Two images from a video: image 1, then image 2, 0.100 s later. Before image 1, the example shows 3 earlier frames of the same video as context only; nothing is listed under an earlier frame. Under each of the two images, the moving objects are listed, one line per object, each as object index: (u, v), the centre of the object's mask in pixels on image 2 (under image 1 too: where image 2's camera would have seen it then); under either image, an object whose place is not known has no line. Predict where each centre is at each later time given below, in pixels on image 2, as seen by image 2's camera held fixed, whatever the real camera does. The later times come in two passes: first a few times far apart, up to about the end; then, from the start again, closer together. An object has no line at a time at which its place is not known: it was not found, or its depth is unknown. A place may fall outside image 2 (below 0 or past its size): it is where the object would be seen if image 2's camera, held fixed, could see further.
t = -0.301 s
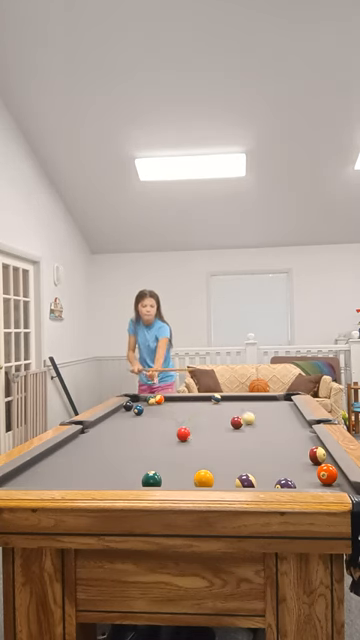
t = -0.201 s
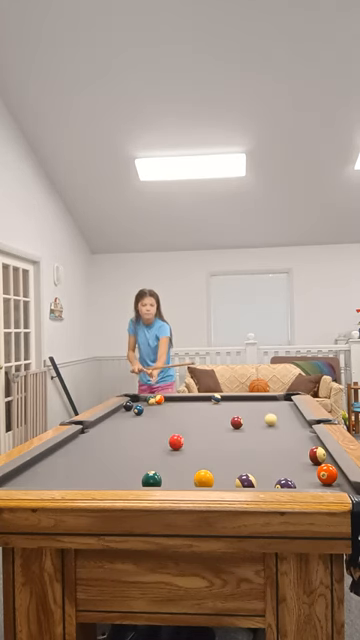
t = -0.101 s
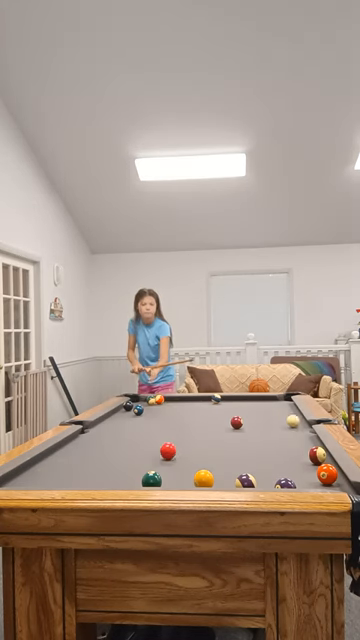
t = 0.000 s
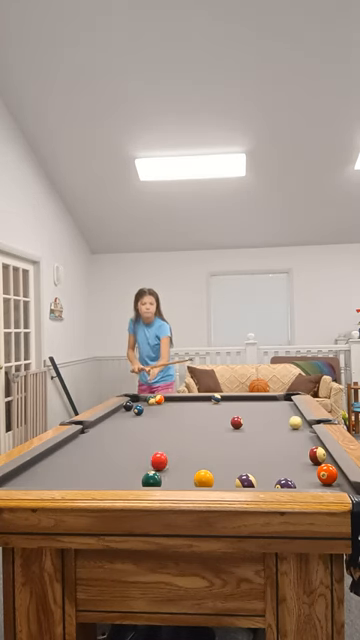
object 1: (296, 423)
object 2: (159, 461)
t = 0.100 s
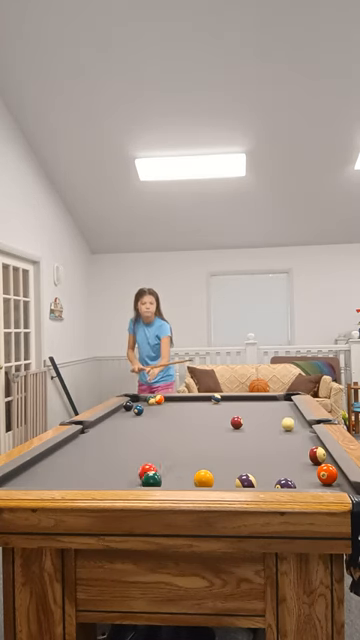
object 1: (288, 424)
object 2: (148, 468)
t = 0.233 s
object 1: (278, 426)
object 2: (118, 479)
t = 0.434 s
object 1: (264, 429)
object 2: (88, 480)
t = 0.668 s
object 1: (247, 433)
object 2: (72, 476)
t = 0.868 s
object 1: (233, 436)
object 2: (59, 472)
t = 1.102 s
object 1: (217, 440)
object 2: (46, 467)
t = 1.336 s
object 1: (200, 445)
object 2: (36, 463)
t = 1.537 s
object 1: (186, 448)
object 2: (44, 460)
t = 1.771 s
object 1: (170, 453)
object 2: (55, 457)
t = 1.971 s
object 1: (156, 457)
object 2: (63, 455)
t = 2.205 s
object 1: (140, 461)
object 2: (71, 454)
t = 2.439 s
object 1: (124, 466)
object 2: (78, 452)
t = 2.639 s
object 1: (112, 470)
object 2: (81, 451)
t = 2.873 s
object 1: (97, 474)
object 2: (84, 450)
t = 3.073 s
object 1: (84, 476)
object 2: (85, 450)
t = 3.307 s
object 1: (70, 479)
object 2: (86, 450)
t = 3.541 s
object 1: (57, 481)
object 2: (85, 450)
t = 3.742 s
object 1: (47, 482)
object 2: (85, 450)
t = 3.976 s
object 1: (44, 482)
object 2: (85, 450)
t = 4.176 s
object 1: (43, 481)
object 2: (85, 450)
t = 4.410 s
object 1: (41, 481)
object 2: (85, 450)
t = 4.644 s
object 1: (41, 481)
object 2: (85, 450)
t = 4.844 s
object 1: (41, 481)
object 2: (85, 450)
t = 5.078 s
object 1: (41, 481)
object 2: (85, 450)
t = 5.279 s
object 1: (41, 481)
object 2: (85, 450)
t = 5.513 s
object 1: (41, 481)
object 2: (85, 450)
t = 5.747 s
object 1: (41, 481)
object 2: (85, 450)
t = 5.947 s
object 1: (41, 481)
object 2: (85, 450)
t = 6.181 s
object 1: (41, 481)
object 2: (85, 450)
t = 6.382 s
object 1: (41, 481)
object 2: (85, 450)
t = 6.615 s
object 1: (41, 481)
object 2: (85, 450)
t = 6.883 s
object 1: (41, 481)
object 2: (85, 450)
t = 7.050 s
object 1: (41, 481)
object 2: (85, 450)
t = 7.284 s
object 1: (41, 481)
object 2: (85, 450)
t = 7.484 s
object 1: (41, 481)
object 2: (85, 450)
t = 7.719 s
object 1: (41, 481)
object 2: (85, 450)
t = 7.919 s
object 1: (41, 481)
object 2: (85, 450)
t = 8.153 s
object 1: (41, 481)
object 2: (85, 450)
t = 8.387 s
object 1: (41, 481)
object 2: (85, 450)
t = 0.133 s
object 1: (285, 424)
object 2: (141, 475)
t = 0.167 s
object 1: (282, 425)
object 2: (135, 477)
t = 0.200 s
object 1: (280, 425)
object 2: (126, 478)
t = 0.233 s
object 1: (278, 426)
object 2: (118, 479)
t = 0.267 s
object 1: (276, 426)
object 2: (111, 480)
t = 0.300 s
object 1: (273, 427)
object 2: (102, 481)
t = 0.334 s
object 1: (271, 427)
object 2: (95, 482)
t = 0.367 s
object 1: (269, 428)
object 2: (93, 481)
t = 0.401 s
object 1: (266, 429)
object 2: (91, 481)
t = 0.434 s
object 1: (264, 429)
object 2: (88, 480)
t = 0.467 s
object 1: (262, 430)
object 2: (86, 480)
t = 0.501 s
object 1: (259, 430)
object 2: (83, 479)
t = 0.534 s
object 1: (257, 431)
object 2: (81, 479)
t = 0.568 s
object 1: (255, 431)
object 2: (78, 478)
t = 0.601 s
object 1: (252, 432)
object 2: (76, 477)
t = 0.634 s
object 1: (250, 432)
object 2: (74, 477)
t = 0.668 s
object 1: (247, 433)
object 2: (72, 476)
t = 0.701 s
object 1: (245, 433)
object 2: (70, 476)
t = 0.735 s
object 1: (243, 434)
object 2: (67, 475)
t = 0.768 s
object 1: (241, 435)
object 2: (65, 475)
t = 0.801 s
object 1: (238, 435)
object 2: (63, 473)
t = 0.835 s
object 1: (236, 436)
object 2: (61, 473)
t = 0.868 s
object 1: (233, 436)
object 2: (59, 472)
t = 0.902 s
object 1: (231, 437)
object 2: (57, 471)
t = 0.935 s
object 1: (229, 438)
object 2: (55, 470)
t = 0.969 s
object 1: (226, 438)
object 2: (53, 470)
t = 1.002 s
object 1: (224, 439)
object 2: (52, 469)
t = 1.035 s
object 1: (222, 439)
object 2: (50, 468)
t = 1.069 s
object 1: (219, 440)
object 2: (48, 468)
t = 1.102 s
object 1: (217, 440)
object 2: (46, 467)
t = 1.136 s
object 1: (214, 441)
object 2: (45, 466)
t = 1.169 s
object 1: (212, 442)
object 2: (43, 466)
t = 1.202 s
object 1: (209, 442)
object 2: (41, 465)
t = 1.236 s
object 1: (207, 443)
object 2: (40, 465)
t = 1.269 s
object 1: (205, 444)
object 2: (38, 464)
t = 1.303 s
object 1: (203, 444)
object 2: (37, 463)
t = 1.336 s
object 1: (200, 445)
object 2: (36, 463)
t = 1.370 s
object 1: (198, 446)
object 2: (35, 463)
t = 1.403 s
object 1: (196, 446)
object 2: (36, 462)
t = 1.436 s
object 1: (193, 447)
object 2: (38, 461)
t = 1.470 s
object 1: (191, 447)
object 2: (41, 461)
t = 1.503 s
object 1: (189, 448)
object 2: (42, 460)
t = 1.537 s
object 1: (186, 448)
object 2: (44, 460)
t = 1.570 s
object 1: (184, 449)
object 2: (46, 459)
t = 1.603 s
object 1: (181, 450)
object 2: (47, 459)
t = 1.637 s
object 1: (179, 450)
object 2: (49, 459)
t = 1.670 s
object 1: (177, 451)
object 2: (51, 458)
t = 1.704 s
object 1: (175, 452)
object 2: (52, 458)
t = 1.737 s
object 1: (172, 452)
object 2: (54, 457)
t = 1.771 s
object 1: (170, 453)
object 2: (55, 457)
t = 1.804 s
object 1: (168, 453)
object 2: (57, 457)
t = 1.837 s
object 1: (165, 454)
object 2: (58, 457)
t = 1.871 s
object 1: (163, 455)
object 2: (60, 456)
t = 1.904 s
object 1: (161, 456)
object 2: (61, 456)
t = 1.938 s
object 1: (158, 456)
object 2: (62, 456)
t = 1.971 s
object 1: (156, 457)
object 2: (63, 455)
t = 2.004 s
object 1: (154, 458)
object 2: (64, 455)
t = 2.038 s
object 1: (151, 458)
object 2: (66, 455)
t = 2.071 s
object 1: (149, 459)
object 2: (67, 455)
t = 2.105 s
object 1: (147, 459)
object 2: (68, 454)
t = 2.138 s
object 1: (145, 460)
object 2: (69, 454)
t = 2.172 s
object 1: (142, 461)
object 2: (70, 454)
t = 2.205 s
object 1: (140, 461)
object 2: (71, 454)
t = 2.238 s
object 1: (138, 462)
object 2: (72, 453)
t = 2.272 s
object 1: (136, 463)
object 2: (73, 453)
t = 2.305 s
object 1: (133, 463)
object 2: (74, 453)
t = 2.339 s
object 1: (131, 464)
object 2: (75, 453)
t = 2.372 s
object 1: (129, 465)
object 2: (76, 453)
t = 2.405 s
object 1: (127, 465)
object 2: (77, 452)
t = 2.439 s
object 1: (124, 466)
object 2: (78, 452)
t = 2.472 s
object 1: (122, 467)
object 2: (78, 452)
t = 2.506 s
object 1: (120, 467)
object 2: (79, 452)
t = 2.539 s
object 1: (118, 468)
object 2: (80, 451)
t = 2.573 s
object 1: (116, 468)
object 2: (80, 451)
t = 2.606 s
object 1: (114, 469)
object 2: (81, 451)
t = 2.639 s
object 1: (112, 470)
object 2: (81, 451)
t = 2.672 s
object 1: (110, 470)
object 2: (82, 451)
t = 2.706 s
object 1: (107, 471)
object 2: (83, 451)
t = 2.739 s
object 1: (105, 471)
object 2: (83, 450)
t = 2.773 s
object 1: (103, 472)
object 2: (83, 450)
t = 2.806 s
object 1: (101, 473)
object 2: (84, 450)
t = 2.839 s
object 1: (99, 473)
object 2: (84, 450)
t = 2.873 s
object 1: (97, 474)
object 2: (84, 450)
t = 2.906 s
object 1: (95, 475)
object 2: (85, 450)
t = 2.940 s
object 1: (93, 475)
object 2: (85, 450)
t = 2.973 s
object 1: (91, 476)
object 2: (85, 450)
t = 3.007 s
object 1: (88, 476)
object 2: (85, 450)
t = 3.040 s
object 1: (86, 476)
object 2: (85, 450)
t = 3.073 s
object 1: (84, 476)
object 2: (85, 450)
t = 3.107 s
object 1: (82, 477)
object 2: (86, 450)
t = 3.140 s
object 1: (79, 477)
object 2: (86, 450)
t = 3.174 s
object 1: (77, 477)
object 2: (86, 450)
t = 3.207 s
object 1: (75, 478)
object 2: (86, 450)
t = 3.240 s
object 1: (74, 478)
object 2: (86, 450)
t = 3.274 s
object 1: (72, 478)
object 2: (86, 450)
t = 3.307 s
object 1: (70, 479)
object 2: (86, 450)
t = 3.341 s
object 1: (68, 479)
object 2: (86, 450)
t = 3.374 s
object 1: (66, 479)
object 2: (86, 450)
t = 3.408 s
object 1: (64, 480)
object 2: (85, 450)
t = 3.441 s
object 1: (62, 480)
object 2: (85, 450)
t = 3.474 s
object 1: (60, 480)
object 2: (85, 450)
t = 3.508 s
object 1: (59, 481)
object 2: (85, 450)
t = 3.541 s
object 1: (57, 481)
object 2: (85, 450)
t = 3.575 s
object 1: (55, 481)
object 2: (85, 450)
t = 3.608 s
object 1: (54, 481)
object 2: (85, 450)
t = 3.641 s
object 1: (52, 482)
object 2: (85, 450)
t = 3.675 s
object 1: (50, 482)
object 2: (85, 450)
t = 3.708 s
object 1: (48, 482)
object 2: (85, 450)
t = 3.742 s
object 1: (47, 482)
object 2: (85, 450)
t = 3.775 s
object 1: (46, 483)
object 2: (85, 450)
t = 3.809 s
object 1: (45, 483)
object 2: (85, 450)
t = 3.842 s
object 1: (45, 482)
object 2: (85, 450)
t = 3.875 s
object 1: (45, 482)
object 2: (85, 450)
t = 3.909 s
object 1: (45, 482)
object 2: (85, 450)
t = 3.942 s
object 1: (45, 482)
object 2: (85, 450)
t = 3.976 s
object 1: (44, 482)
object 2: (85, 450)
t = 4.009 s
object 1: (44, 481)
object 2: (85, 450)
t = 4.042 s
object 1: (44, 481)
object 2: (85, 450)
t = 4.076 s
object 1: (44, 481)
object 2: (85, 450)
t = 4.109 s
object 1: (44, 481)
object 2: (85, 450)
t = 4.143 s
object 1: (44, 481)
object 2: (85, 450)
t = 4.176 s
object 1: (43, 481)
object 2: (85, 450)
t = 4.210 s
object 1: (43, 481)
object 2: (85, 450)
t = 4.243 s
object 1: (43, 481)
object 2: (85, 450)
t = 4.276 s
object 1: (43, 481)
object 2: (85, 450)
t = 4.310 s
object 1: (42, 481)
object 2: (85, 450)
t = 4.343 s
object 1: (42, 481)
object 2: (85, 450)
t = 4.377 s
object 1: (41, 481)
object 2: (85, 450)
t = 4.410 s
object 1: (41, 481)
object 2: (85, 450)
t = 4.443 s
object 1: (41, 481)
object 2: (85, 450)
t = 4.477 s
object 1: (41, 481)
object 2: (85, 450)
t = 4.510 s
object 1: (41, 481)
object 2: (85, 450)
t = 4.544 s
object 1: (41, 481)
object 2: (85, 450)
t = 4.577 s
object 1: (41, 481)
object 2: (85, 450)
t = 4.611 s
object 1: (41, 481)
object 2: (85, 450)
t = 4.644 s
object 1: (41, 481)
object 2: (85, 450)
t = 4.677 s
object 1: (41, 481)
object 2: (85, 450)
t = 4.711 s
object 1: (41, 481)
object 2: (85, 450)
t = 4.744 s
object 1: (41, 481)
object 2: (85, 450)
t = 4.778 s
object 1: (41, 481)
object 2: (85, 450)
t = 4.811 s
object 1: (41, 481)
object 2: (85, 450)
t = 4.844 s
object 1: (41, 481)
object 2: (85, 450)
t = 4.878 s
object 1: (41, 481)
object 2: (85, 450)
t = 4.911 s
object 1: (41, 481)
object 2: (85, 450)
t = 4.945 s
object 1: (41, 481)
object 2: (85, 450)
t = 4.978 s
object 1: (41, 481)
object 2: (85, 450)
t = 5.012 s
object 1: (41, 481)
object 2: (85, 450)
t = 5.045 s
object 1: (41, 481)
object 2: (85, 450)
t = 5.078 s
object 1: (41, 481)
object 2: (85, 450)
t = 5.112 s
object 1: (41, 481)
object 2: (85, 450)
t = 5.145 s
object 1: (41, 481)
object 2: (85, 450)
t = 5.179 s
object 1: (41, 481)
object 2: (85, 450)
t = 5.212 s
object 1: (41, 481)
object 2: (85, 450)
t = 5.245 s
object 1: (41, 481)
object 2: (85, 450)
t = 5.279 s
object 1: (41, 481)
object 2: (85, 450)
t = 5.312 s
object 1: (41, 481)
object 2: (85, 450)
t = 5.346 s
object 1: (41, 481)
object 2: (85, 450)
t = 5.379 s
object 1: (41, 481)
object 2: (85, 450)
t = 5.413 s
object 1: (41, 481)
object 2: (85, 450)
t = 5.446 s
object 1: (41, 481)
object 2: (85, 450)
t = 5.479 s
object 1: (41, 481)
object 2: (85, 450)
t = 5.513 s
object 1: (41, 481)
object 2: (85, 450)
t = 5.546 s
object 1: (41, 481)
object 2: (85, 450)
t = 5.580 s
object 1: (41, 481)
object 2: (85, 450)
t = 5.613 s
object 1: (41, 481)
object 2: (85, 450)
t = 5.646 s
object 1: (41, 481)
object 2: (85, 450)
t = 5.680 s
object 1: (41, 481)
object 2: (85, 450)
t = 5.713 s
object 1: (41, 481)
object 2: (85, 450)
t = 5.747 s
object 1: (41, 481)
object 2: (85, 450)
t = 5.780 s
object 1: (41, 481)
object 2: (85, 450)
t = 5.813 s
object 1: (41, 481)
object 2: (85, 450)
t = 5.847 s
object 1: (41, 481)
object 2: (85, 450)
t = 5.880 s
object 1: (41, 481)
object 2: (85, 450)
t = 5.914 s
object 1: (41, 481)
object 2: (85, 450)
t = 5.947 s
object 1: (41, 481)
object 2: (85, 450)
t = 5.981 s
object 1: (41, 481)
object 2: (85, 450)
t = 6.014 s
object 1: (41, 481)
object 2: (85, 450)
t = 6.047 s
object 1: (41, 481)
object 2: (85, 450)
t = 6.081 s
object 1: (41, 481)
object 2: (85, 450)
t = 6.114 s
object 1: (41, 481)
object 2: (85, 450)
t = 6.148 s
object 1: (41, 481)
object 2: (85, 450)
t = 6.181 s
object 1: (41, 481)
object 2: (85, 450)
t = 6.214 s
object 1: (41, 481)
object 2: (85, 450)
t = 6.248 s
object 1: (41, 481)
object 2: (85, 450)
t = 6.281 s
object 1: (41, 481)
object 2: (85, 450)
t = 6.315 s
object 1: (41, 481)
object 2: (85, 450)
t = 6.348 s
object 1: (41, 481)
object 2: (85, 450)
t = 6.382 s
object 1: (41, 481)
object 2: (85, 450)
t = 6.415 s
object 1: (41, 481)
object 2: (85, 450)
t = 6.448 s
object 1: (41, 481)
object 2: (85, 450)
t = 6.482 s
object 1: (41, 481)
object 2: (85, 450)
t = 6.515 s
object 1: (41, 481)
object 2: (85, 450)
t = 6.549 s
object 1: (41, 481)
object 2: (85, 450)
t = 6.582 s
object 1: (41, 481)
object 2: (85, 450)
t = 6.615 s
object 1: (41, 481)
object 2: (85, 450)
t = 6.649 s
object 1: (41, 481)
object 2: (85, 450)
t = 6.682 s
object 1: (41, 481)
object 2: (85, 450)
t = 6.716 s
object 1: (41, 481)
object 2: (85, 450)
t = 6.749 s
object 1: (41, 481)
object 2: (85, 450)
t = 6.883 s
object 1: (41, 481)
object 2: (85, 450)
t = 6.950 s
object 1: (41, 481)
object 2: (85, 450)
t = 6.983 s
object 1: (41, 481)
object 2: (85, 450)
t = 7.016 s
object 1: (41, 481)
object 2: (85, 450)
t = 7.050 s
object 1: (41, 481)
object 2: (85, 450)
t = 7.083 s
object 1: (41, 481)
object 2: (85, 450)
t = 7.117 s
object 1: (41, 481)
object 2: (85, 450)
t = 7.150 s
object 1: (41, 481)
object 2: (85, 450)
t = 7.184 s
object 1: (41, 481)
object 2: (85, 450)
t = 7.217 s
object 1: (41, 481)
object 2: (85, 450)
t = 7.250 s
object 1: (41, 481)
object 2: (85, 450)
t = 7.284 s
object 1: (41, 481)
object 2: (85, 450)
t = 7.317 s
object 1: (41, 481)
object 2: (85, 450)
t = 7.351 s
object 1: (41, 481)
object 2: (85, 450)
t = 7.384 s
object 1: (41, 481)
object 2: (85, 450)
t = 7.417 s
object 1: (41, 481)
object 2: (85, 450)
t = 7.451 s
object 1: (41, 481)
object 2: (85, 450)
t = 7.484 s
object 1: (41, 481)
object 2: (85, 450)
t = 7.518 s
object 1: (41, 481)
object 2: (85, 450)
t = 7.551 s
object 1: (41, 481)
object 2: (85, 450)
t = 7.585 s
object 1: (41, 481)
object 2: (85, 450)
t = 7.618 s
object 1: (41, 481)
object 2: (85, 450)
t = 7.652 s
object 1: (41, 481)
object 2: (85, 450)
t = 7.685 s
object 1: (41, 481)
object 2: (85, 450)
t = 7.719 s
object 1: (41, 481)
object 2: (85, 450)
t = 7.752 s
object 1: (41, 481)
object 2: (85, 450)
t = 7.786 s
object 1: (41, 481)
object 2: (85, 450)
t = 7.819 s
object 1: (41, 481)
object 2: (85, 450)
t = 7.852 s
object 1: (41, 481)
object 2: (85, 450)
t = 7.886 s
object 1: (41, 481)
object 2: (85, 450)
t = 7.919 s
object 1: (41, 481)
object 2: (85, 450)
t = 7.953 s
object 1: (41, 481)
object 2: (85, 450)
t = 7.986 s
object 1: (41, 481)
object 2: (85, 450)
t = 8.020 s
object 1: (41, 481)
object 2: (85, 450)
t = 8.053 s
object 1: (41, 481)
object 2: (85, 450)
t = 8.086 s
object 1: (41, 481)
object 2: (85, 450)
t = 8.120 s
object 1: (41, 481)
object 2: (85, 450)
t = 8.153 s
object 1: (41, 481)
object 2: (85, 450)
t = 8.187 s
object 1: (41, 481)
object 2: (85, 450)
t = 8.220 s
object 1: (41, 481)
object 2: (85, 450)
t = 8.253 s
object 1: (41, 481)
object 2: (85, 450)
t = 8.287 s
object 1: (41, 481)
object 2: (85, 450)
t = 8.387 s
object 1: (41, 481)
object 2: (85, 450)
